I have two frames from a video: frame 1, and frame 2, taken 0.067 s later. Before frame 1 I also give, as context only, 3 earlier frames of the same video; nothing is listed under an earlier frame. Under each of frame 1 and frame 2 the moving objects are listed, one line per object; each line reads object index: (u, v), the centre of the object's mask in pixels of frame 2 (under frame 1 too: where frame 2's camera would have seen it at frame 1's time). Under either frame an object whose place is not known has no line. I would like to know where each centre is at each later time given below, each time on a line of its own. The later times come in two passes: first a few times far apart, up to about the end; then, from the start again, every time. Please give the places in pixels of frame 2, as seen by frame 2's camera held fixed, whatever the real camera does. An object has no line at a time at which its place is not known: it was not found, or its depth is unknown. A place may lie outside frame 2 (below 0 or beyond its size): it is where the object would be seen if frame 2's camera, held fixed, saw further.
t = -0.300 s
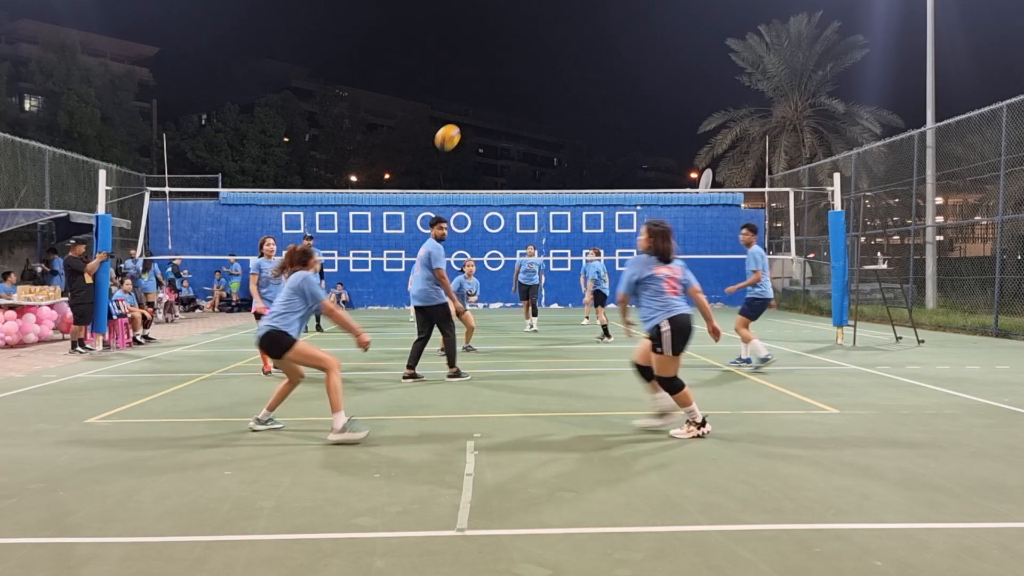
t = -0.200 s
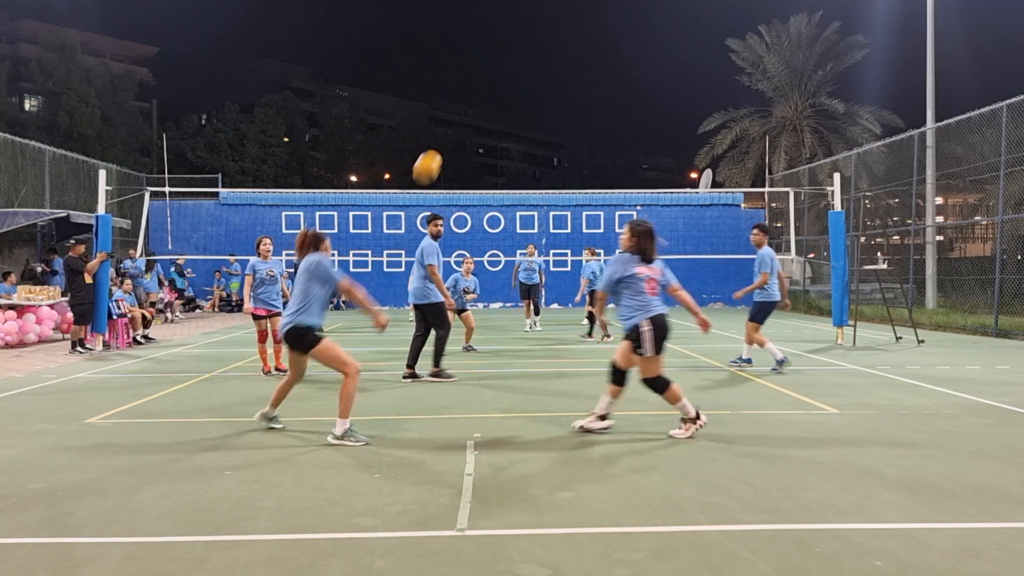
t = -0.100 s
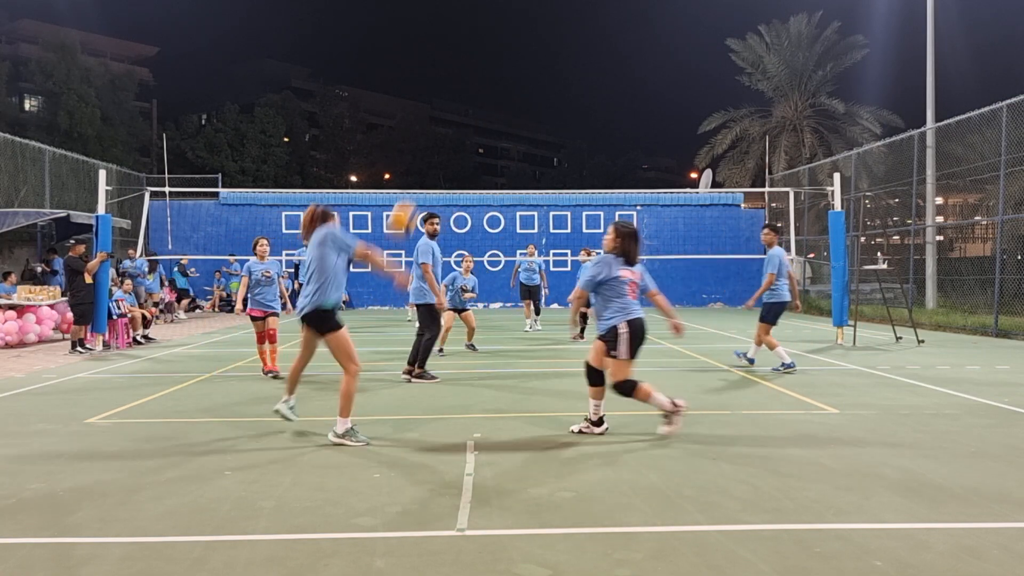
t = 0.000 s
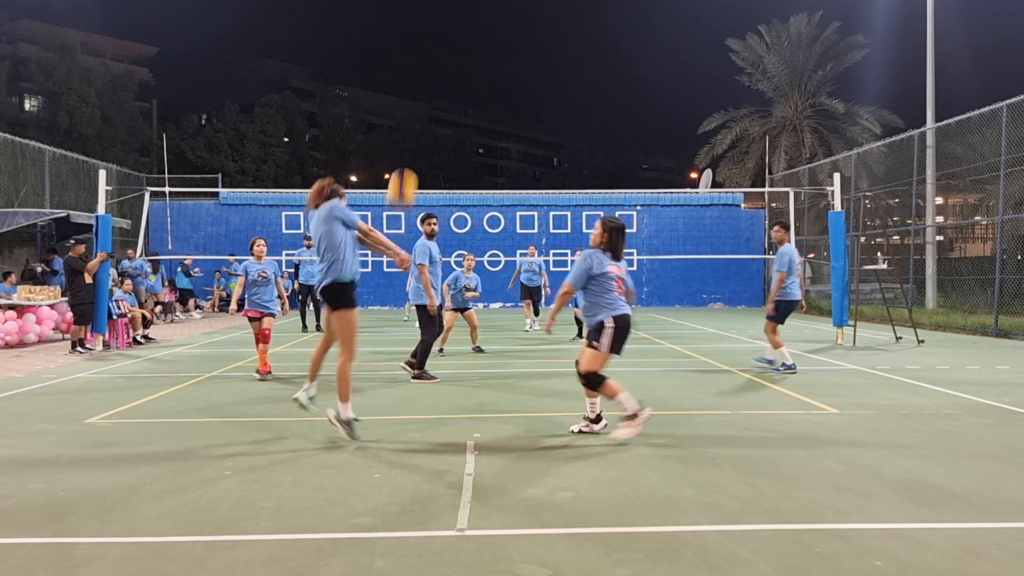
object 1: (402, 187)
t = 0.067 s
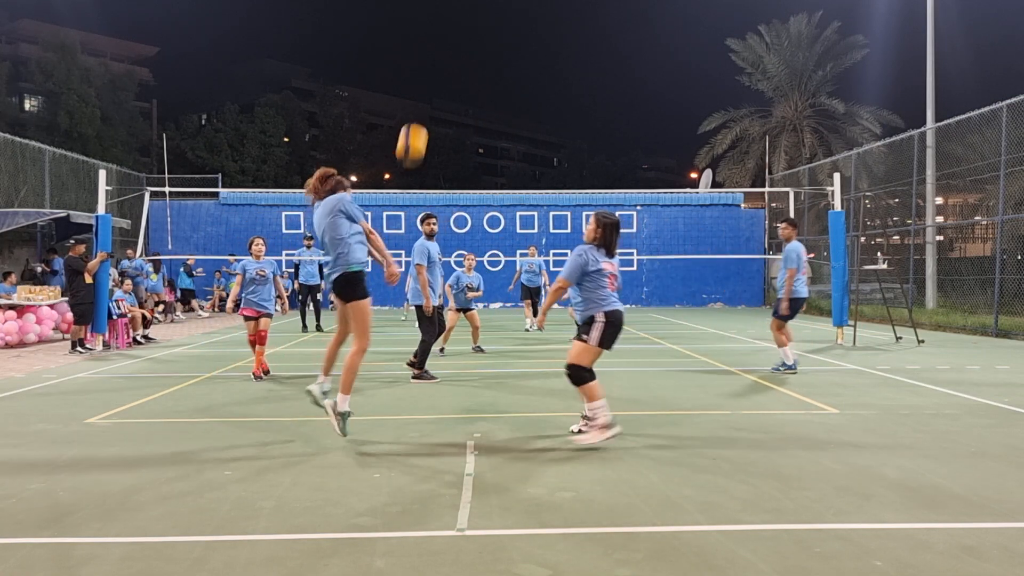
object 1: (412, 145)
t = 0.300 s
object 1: (444, 38)
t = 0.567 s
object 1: (475, 11)
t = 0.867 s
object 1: (502, 69)
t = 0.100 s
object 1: (417, 124)
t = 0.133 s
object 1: (421, 105)
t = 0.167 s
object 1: (426, 88)
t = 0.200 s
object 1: (431, 72)
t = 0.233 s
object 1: (435, 59)
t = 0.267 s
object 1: (440, 48)
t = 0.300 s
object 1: (444, 38)
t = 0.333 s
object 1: (448, 30)
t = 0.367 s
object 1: (452, 23)
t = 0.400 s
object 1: (456, 17)
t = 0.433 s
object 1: (460, 14)
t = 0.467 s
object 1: (464, 11)
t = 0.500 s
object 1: (467, 10)
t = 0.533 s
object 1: (471, 10)
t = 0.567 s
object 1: (475, 11)
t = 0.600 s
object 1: (478, 13)
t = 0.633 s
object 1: (481, 16)
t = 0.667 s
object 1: (485, 20)
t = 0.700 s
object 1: (488, 26)
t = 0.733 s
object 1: (491, 33)
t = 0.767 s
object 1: (494, 40)
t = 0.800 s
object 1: (497, 49)
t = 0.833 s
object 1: (500, 59)
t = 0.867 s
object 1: (502, 69)
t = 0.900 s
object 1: (505, 81)
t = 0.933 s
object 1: (508, 93)
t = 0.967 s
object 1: (511, 106)
